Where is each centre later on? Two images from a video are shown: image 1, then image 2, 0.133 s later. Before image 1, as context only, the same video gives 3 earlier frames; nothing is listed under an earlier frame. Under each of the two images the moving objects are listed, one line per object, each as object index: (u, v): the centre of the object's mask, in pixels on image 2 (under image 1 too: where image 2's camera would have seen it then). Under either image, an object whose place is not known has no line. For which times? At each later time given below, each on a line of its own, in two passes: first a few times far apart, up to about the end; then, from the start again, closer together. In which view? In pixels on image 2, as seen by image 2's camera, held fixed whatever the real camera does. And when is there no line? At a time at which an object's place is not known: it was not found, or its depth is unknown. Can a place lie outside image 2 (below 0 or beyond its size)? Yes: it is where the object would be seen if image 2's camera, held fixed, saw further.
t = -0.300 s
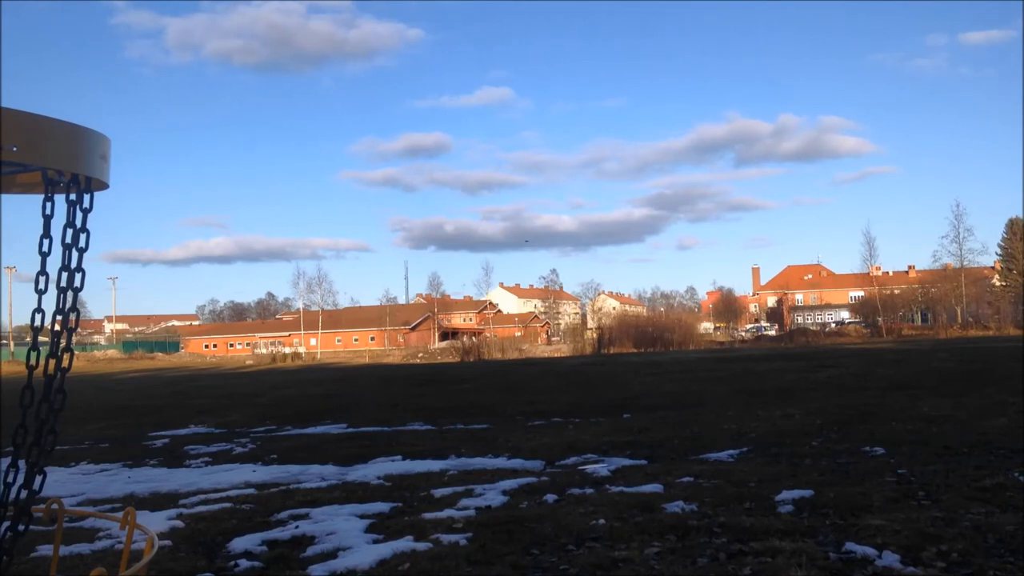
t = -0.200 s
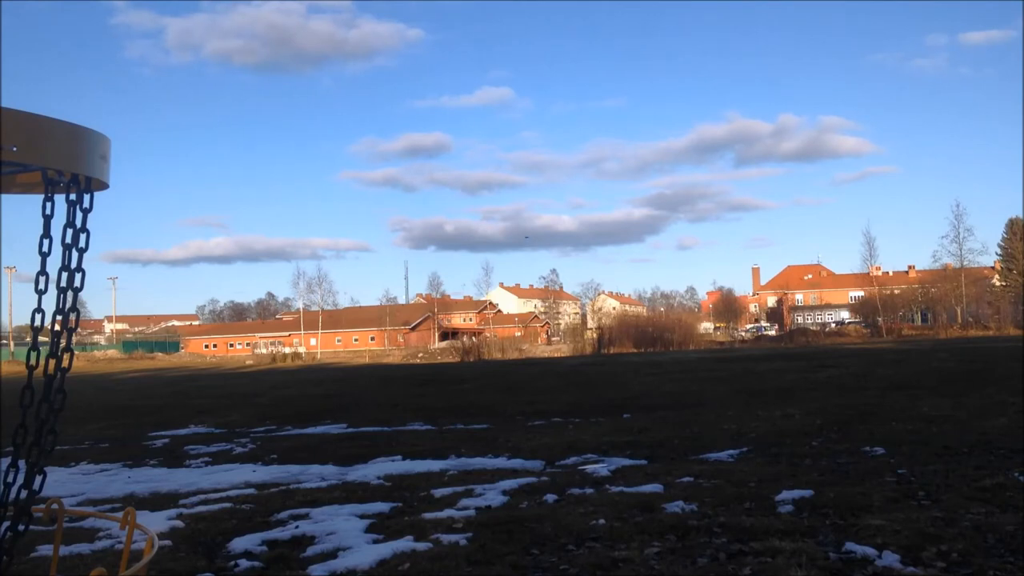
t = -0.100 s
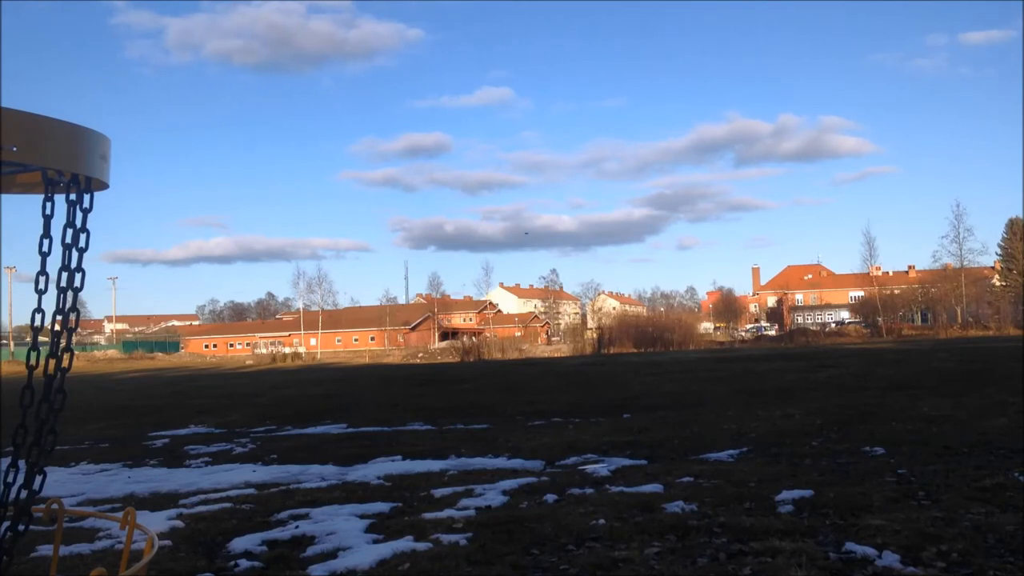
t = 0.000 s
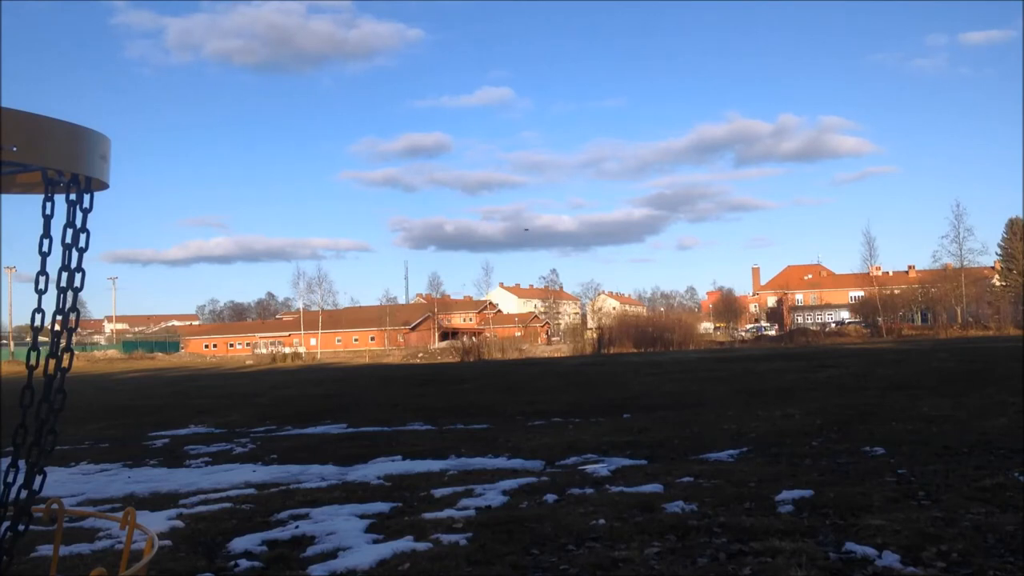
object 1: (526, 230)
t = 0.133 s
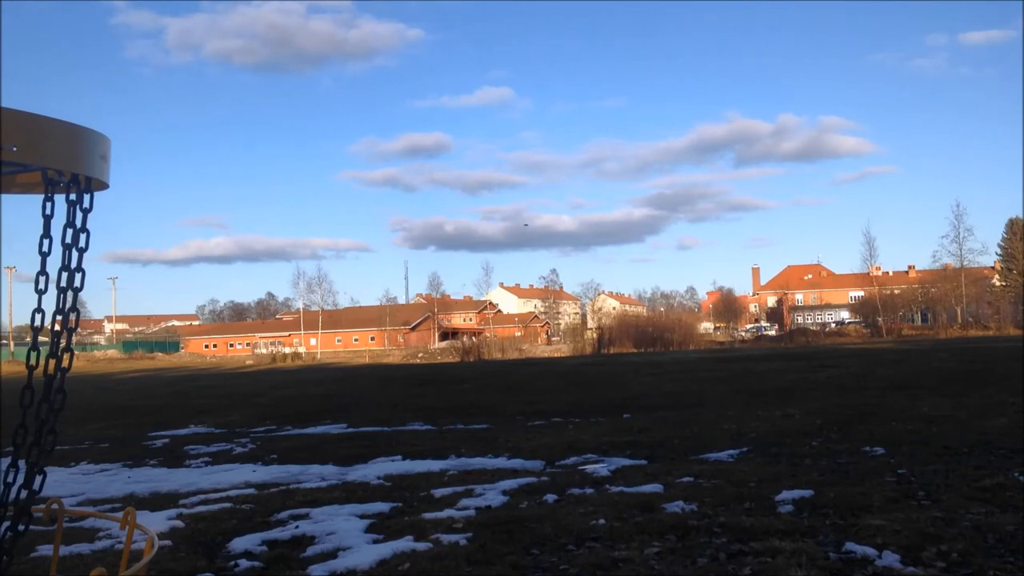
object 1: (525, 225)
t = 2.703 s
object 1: (723, 150)
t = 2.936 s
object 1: (825, 160)
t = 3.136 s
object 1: (949, 179)
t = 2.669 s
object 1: (712, 150)
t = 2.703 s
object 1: (723, 150)
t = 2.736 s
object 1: (735, 151)
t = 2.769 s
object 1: (748, 152)
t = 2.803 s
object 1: (762, 153)
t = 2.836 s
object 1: (777, 154)
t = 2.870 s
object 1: (792, 156)
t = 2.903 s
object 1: (808, 157)
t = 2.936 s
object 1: (825, 160)
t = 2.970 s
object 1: (843, 162)
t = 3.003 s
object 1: (863, 165)
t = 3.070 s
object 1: (904, 171)
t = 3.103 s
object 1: (926, 175)
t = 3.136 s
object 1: (949, 179)
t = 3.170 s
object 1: (974, 184)
